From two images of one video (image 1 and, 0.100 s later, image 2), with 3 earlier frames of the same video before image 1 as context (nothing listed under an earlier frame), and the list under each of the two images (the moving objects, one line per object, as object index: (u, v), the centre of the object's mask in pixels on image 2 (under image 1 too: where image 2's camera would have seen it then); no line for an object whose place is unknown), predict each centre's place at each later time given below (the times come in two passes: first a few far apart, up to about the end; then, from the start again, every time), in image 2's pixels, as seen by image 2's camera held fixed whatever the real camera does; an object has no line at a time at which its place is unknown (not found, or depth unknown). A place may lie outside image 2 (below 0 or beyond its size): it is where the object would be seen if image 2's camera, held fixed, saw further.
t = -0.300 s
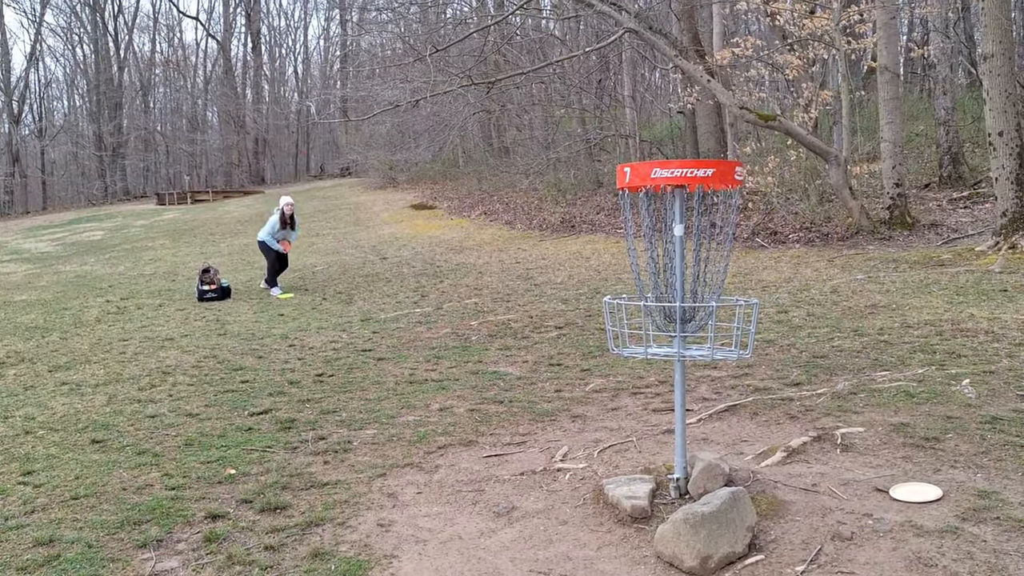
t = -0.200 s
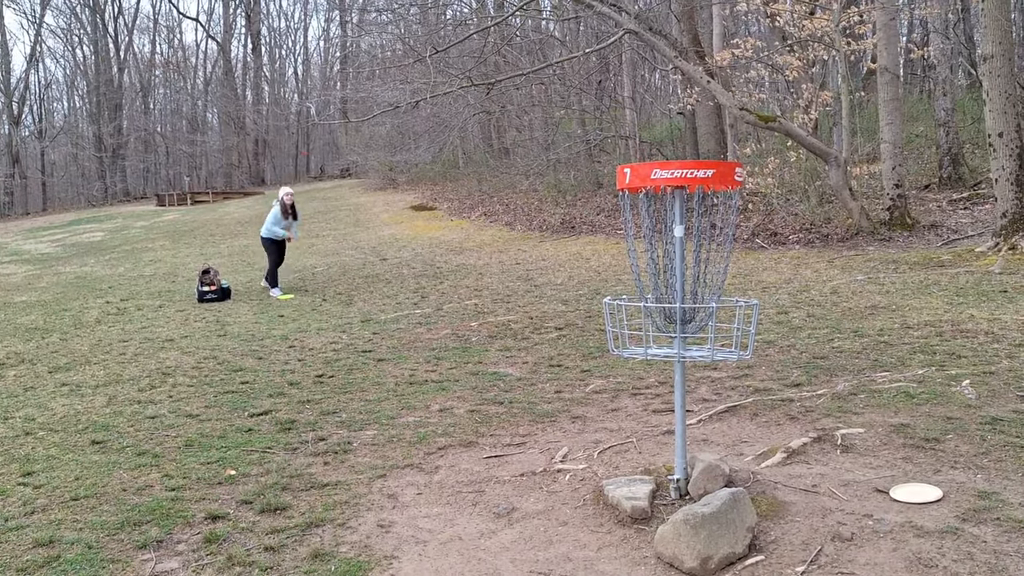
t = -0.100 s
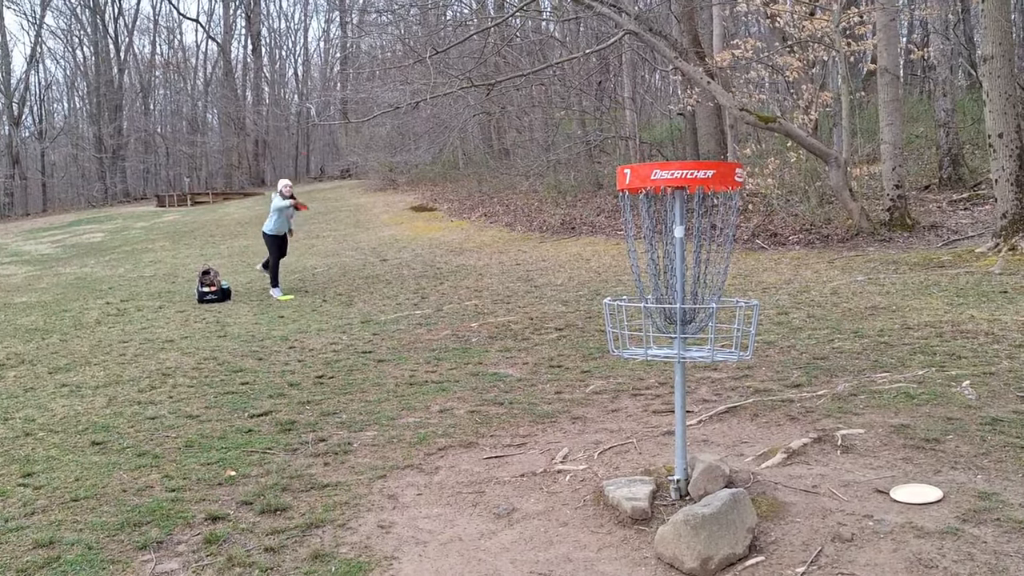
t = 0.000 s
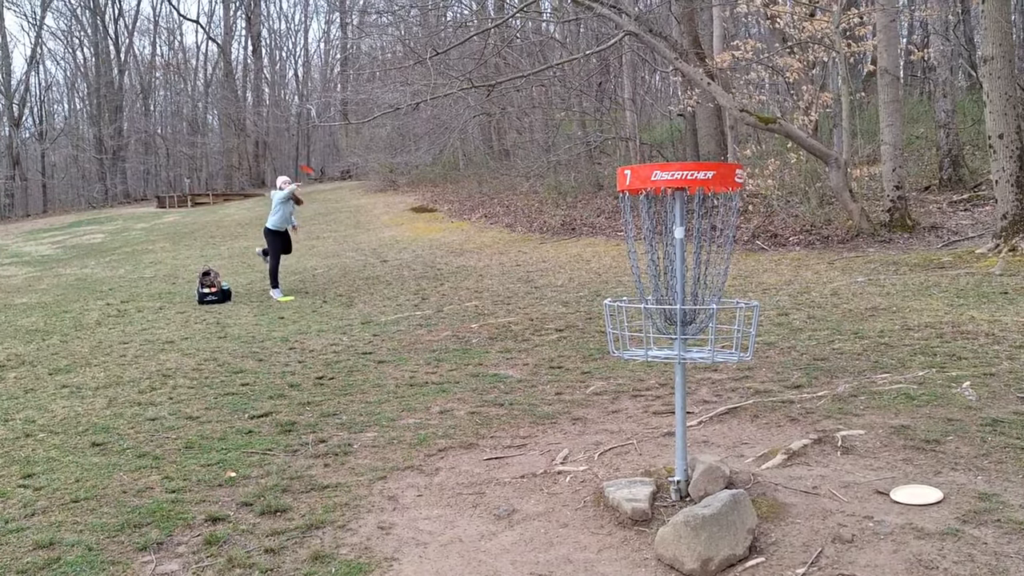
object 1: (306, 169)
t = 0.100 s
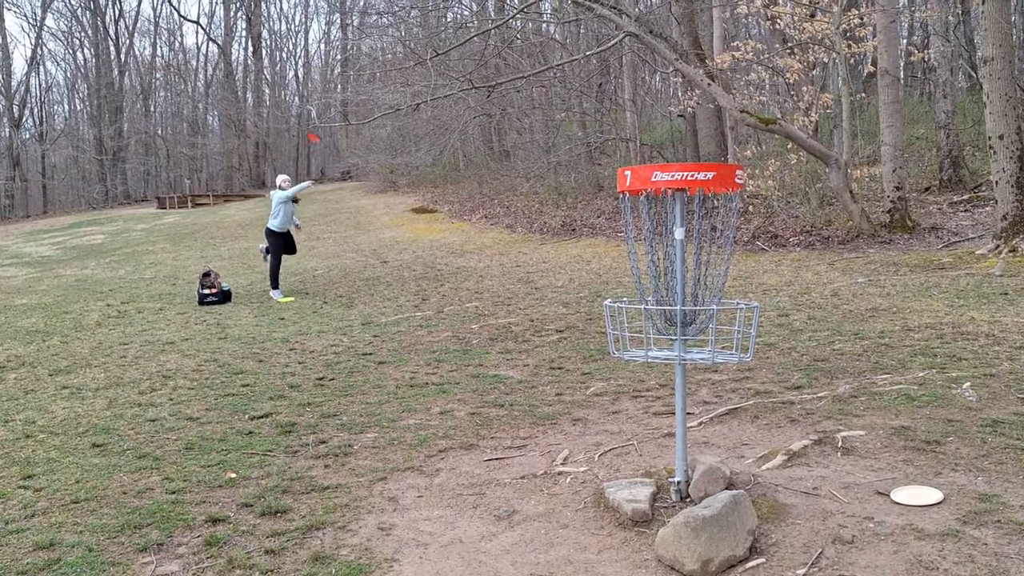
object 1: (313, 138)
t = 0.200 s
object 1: (318, 109)
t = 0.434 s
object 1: (341, 60)
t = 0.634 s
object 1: (382, 33)
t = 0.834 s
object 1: (462, 24)
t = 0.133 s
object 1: (314, 127)
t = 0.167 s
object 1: (316, 118)
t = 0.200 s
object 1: (318, 109)
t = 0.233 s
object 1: (321, 101)
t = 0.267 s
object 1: (324, 94)
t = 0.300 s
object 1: (325, 85)
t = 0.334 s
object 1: (329, 79)
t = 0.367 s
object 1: (332, 72)
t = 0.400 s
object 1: (336, 66)
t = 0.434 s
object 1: (341, 60)
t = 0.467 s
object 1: (346, 56)
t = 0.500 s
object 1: (352, 50)
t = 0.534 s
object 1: (358, 45)
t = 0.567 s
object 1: (365, 41)
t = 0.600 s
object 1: (373, 37)
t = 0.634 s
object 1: (382, 33)
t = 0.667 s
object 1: (392, 30)
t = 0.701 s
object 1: (403, 28)
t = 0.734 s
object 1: (416, 26)
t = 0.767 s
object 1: (429, 25)
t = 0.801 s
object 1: (444, 24)
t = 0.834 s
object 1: (462, 24)
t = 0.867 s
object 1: (480, 24)
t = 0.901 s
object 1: (501, 26)
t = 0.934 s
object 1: (524, 28)
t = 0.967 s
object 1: (550, 31)
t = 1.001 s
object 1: (577, 37)
